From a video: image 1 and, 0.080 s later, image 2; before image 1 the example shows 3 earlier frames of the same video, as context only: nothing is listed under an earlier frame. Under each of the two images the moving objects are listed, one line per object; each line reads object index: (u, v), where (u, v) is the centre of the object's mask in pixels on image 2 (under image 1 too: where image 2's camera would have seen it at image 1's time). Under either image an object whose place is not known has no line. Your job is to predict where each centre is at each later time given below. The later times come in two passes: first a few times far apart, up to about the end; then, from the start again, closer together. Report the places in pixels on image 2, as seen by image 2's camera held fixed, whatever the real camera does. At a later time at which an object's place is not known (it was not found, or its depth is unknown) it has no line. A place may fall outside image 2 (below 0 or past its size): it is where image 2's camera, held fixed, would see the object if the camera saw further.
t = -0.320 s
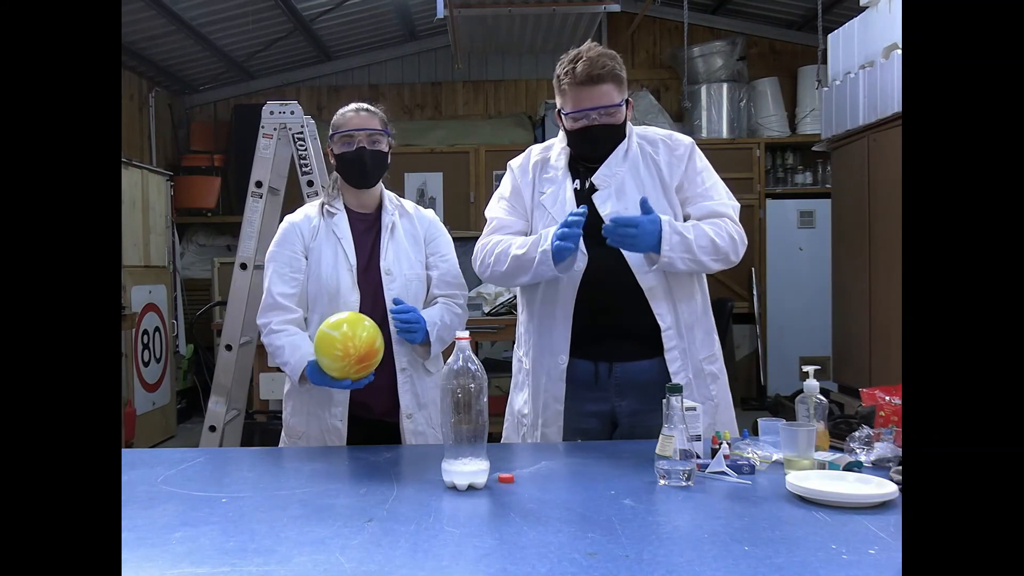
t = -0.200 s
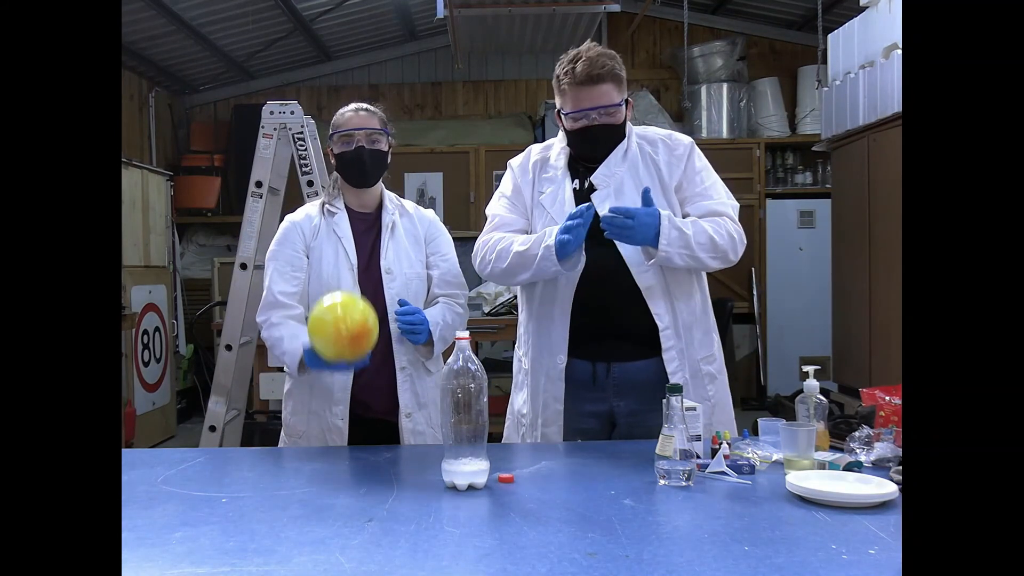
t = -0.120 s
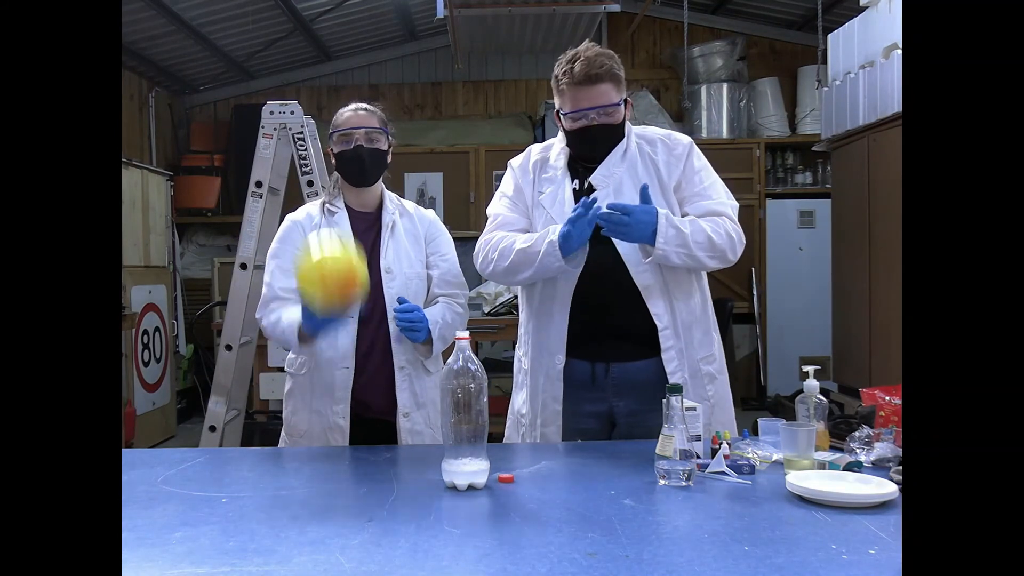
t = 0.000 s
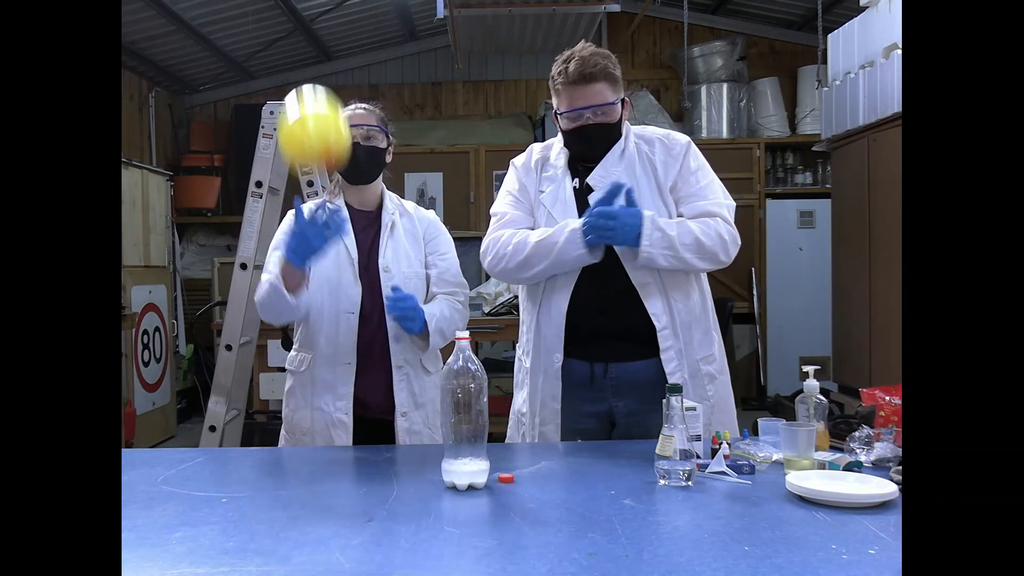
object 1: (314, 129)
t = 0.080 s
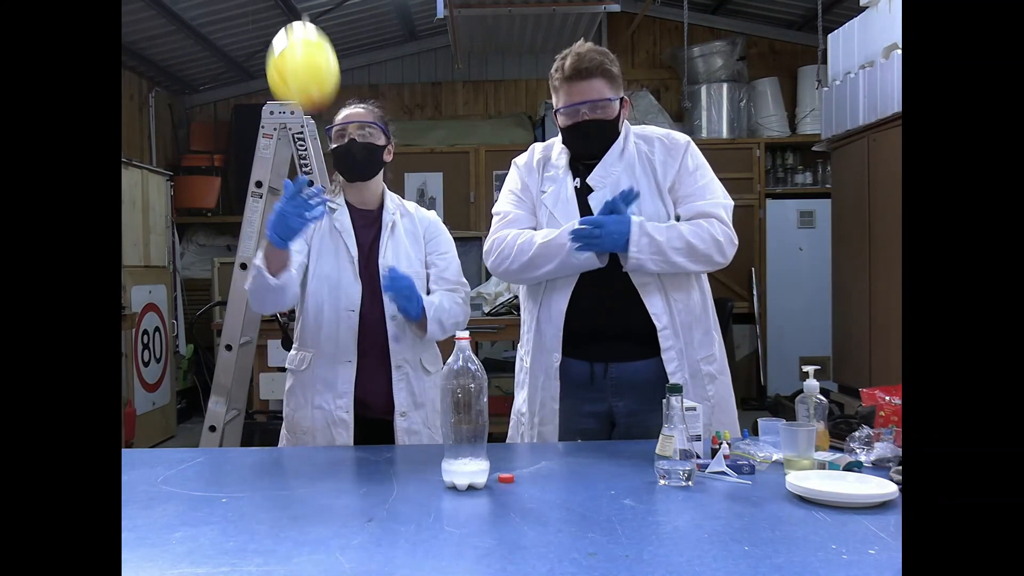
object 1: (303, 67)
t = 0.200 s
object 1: (291, 32)
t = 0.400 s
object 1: (282, 57)
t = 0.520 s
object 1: (277, 122)
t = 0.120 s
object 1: (298, 49)
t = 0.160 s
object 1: (294, 38)
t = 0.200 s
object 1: (291, 32)
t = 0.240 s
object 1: (288, 30)
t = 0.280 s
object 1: (286, 31)
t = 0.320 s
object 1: (285, 35)
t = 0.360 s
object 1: (283, 44)
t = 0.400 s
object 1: (282, 57)
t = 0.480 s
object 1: (279, 95)
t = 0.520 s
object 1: (277, 122)
